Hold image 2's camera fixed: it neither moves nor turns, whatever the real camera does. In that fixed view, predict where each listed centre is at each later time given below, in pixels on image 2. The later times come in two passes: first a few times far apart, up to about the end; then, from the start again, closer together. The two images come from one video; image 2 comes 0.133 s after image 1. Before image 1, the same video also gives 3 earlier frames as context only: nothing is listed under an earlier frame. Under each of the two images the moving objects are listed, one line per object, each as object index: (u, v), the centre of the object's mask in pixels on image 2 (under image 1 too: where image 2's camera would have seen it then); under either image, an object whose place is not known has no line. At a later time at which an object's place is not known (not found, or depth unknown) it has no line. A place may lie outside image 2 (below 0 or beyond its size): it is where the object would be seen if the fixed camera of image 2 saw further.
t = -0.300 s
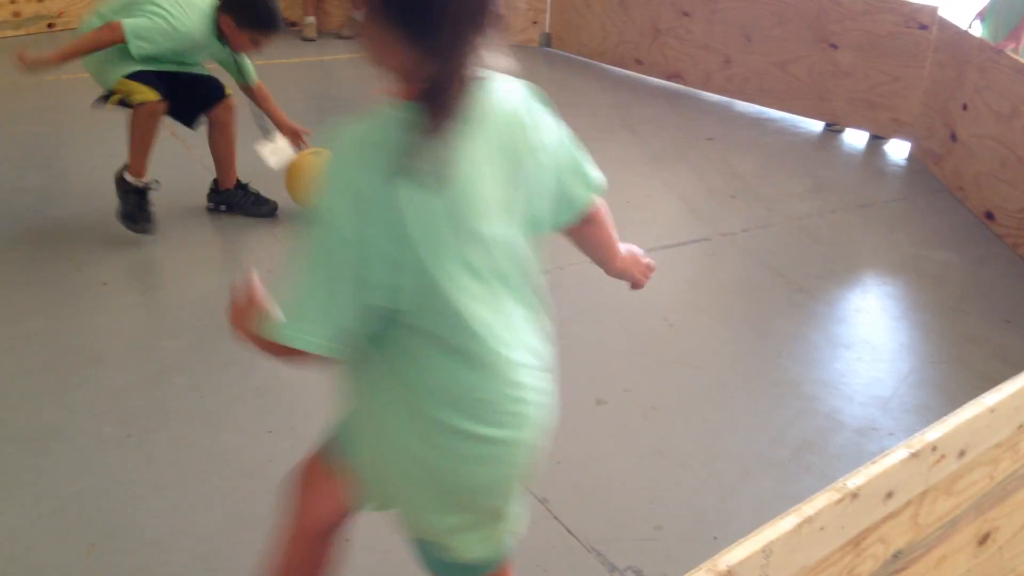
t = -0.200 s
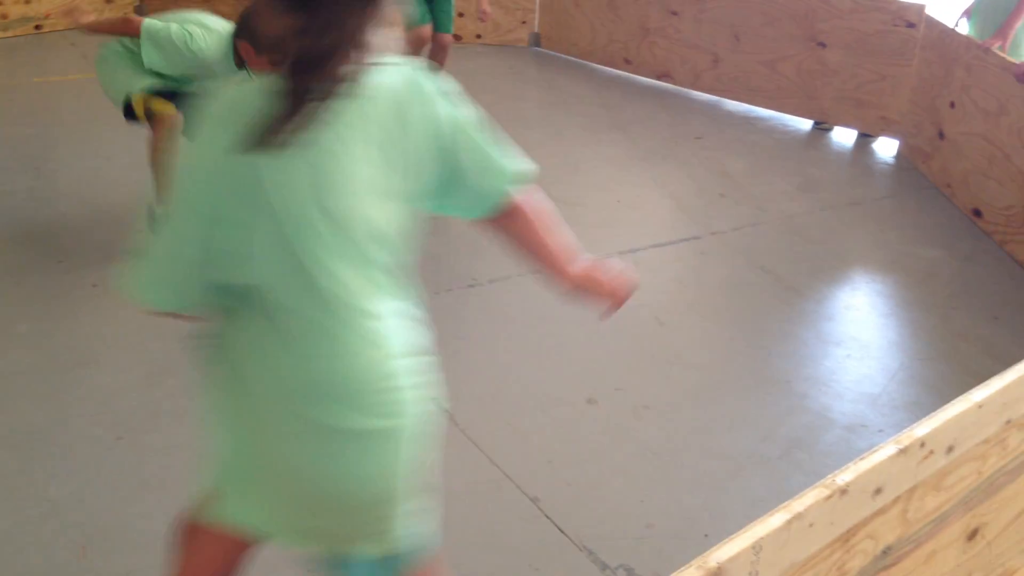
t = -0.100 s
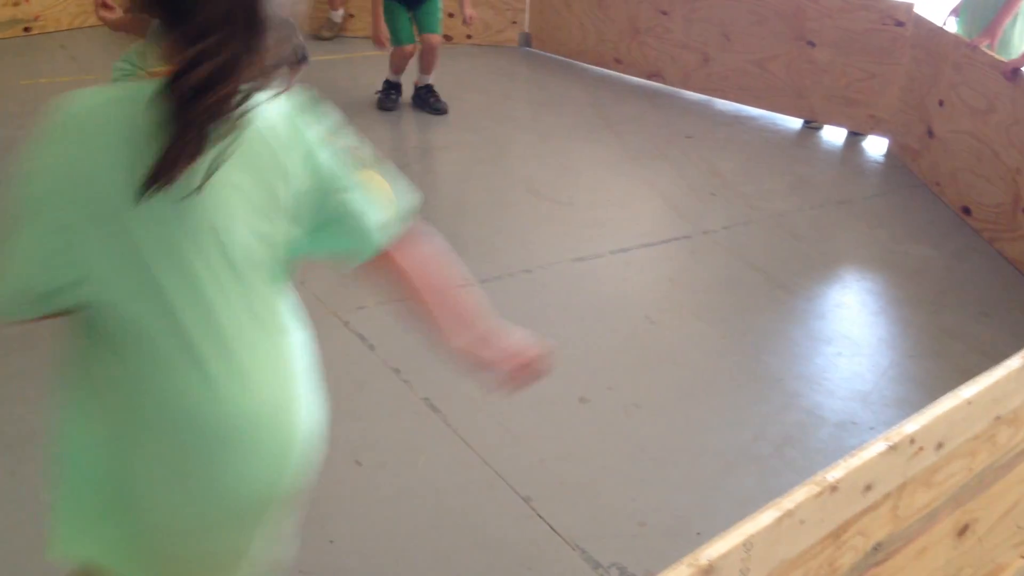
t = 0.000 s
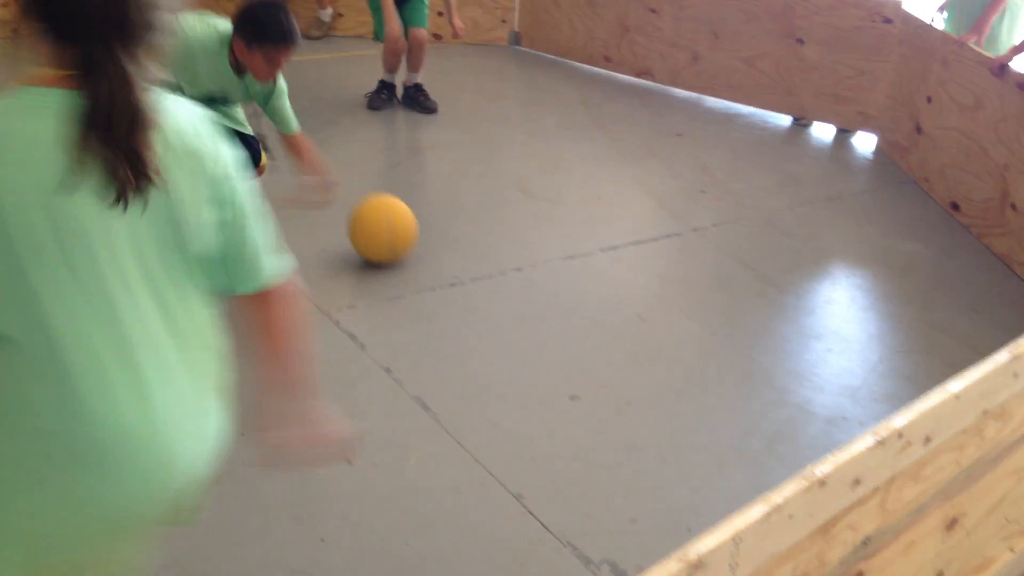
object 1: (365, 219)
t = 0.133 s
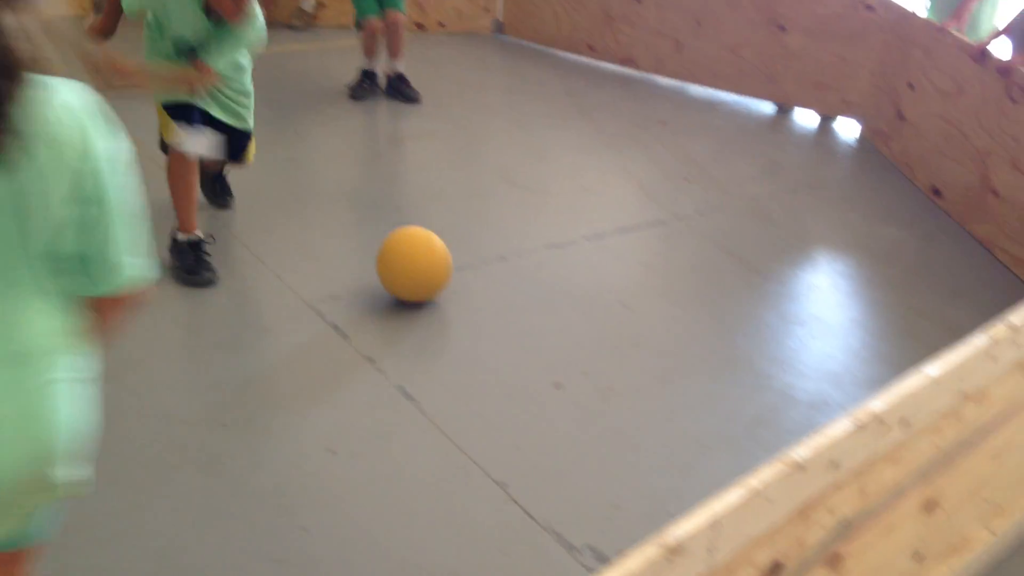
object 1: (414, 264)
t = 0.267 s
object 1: (472, 322)
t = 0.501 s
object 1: (606, 448)
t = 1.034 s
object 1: (545, 522)
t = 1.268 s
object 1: (460, 488)
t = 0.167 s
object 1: (428, 278)
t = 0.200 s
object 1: (441, 291)
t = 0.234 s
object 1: (456, 304)
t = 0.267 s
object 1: (472, 322)
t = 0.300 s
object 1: (488, 335)
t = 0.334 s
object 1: (506, 352)
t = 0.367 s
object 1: (523, 369)
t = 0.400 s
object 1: (541, 386)
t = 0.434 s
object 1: (562, 406)
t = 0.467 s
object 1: (583, 425)
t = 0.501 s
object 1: (606, 448)
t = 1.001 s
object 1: (560, 517)
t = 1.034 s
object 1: (545, 522)
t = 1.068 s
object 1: (531, 518)
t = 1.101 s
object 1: (518, 507)
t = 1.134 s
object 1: (507, 501)
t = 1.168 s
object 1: (494, 500)
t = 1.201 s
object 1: (482, 502)
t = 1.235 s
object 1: (471, 496)
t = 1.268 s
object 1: (460, 488)
